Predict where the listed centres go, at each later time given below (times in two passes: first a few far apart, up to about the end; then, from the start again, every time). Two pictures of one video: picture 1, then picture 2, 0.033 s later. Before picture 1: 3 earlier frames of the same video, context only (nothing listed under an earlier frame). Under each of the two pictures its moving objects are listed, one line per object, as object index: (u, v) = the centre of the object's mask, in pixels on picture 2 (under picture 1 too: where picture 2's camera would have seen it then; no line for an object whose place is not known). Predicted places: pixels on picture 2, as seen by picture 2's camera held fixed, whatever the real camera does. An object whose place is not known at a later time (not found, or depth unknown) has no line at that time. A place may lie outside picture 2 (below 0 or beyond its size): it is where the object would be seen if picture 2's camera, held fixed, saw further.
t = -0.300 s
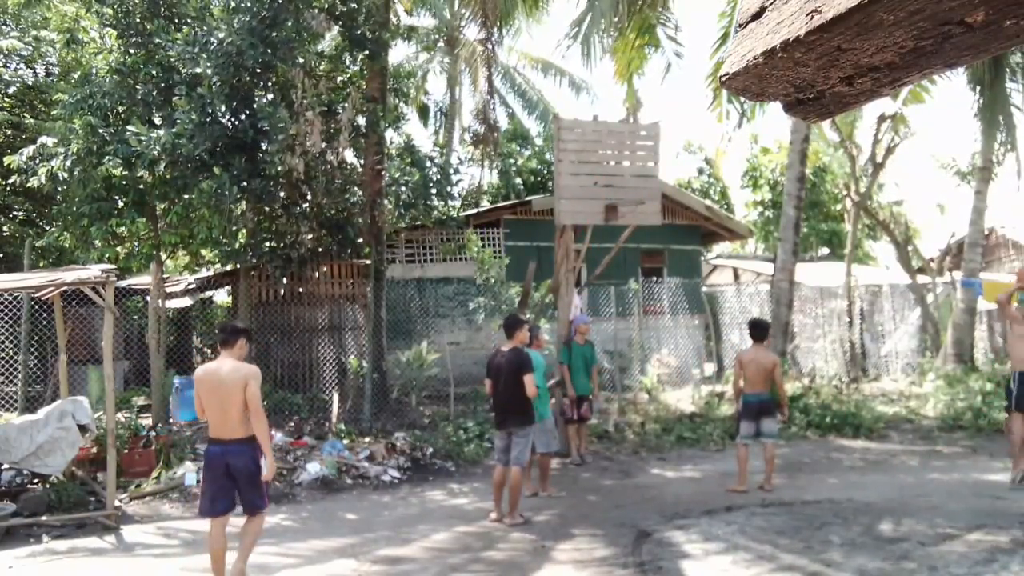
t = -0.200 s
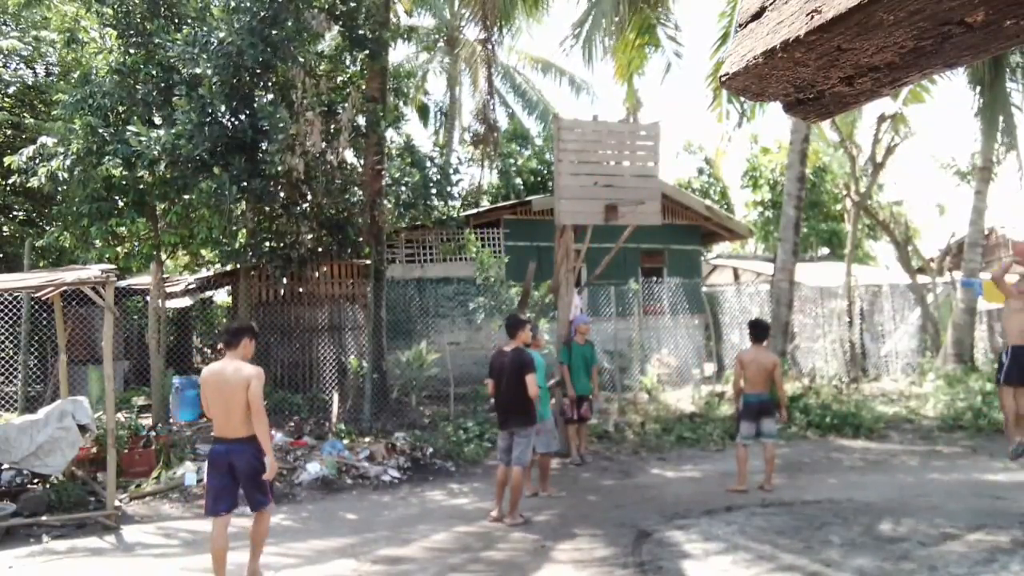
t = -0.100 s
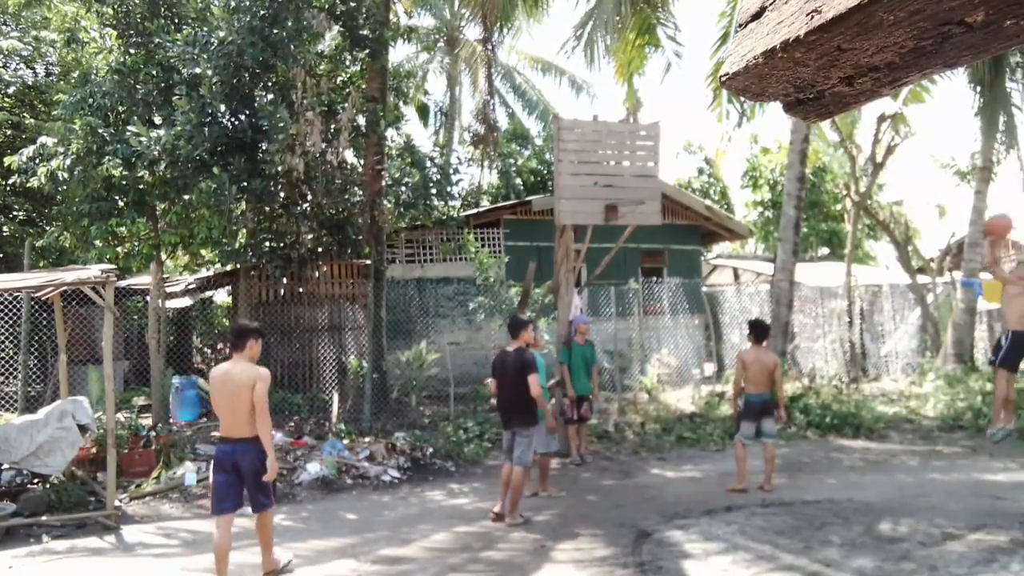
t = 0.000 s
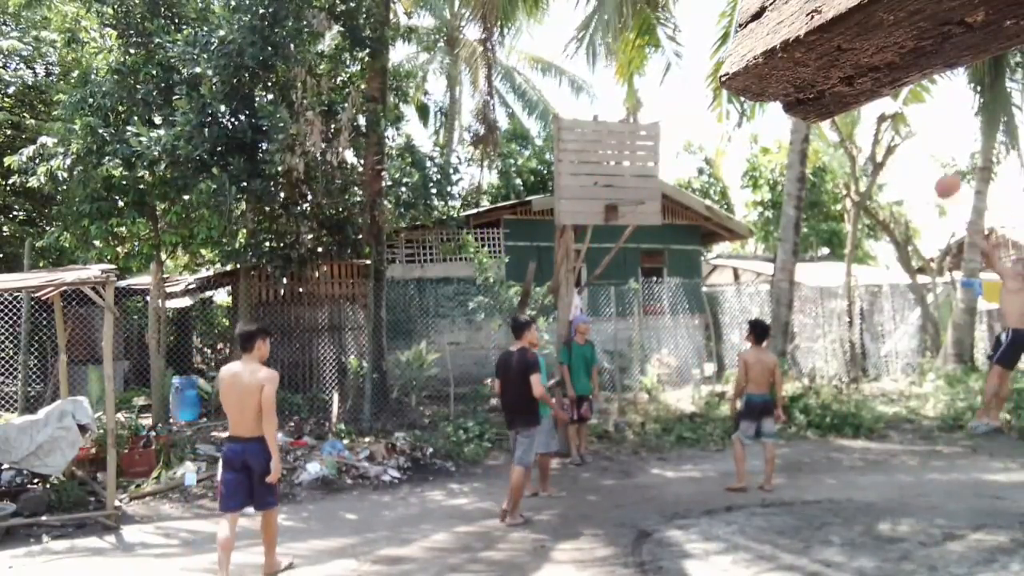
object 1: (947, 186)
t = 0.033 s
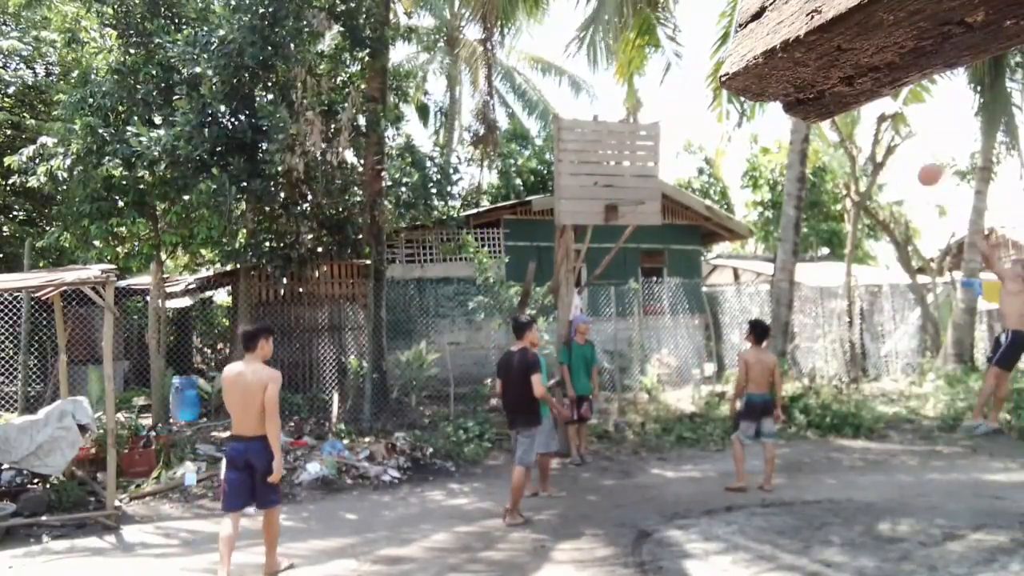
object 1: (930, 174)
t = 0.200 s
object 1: (845, 138)
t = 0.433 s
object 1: (738, 134)
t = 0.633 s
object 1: (652, 176)
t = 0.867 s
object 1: (633, 224)
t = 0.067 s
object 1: (912, 164)
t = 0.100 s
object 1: (895, 155)
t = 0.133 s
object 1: (880, 150)
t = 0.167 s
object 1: (862, 143)
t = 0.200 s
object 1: (845, 138)
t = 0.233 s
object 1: (831, 134)
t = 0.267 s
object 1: (814, 132)
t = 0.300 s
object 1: (799, 130)
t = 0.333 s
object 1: (783, 129)
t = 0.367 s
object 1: (768, 130)
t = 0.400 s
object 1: (752, 131)
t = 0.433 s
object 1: (738, 134)
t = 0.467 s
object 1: (723, 138)
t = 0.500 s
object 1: (709, 144)
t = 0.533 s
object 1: (694, 150)
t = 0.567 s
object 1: (681, 156)
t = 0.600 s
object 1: (666, 165)
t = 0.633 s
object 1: (652, 176)
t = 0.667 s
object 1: (639, 185)
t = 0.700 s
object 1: (627, 196)
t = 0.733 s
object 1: (623, 205)
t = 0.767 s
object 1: (632, 210)
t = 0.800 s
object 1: (632, 213)
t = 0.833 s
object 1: (632, 217)
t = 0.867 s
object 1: (633, 224)
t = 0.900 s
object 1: (633, 230)
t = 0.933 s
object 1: (632, 240)
